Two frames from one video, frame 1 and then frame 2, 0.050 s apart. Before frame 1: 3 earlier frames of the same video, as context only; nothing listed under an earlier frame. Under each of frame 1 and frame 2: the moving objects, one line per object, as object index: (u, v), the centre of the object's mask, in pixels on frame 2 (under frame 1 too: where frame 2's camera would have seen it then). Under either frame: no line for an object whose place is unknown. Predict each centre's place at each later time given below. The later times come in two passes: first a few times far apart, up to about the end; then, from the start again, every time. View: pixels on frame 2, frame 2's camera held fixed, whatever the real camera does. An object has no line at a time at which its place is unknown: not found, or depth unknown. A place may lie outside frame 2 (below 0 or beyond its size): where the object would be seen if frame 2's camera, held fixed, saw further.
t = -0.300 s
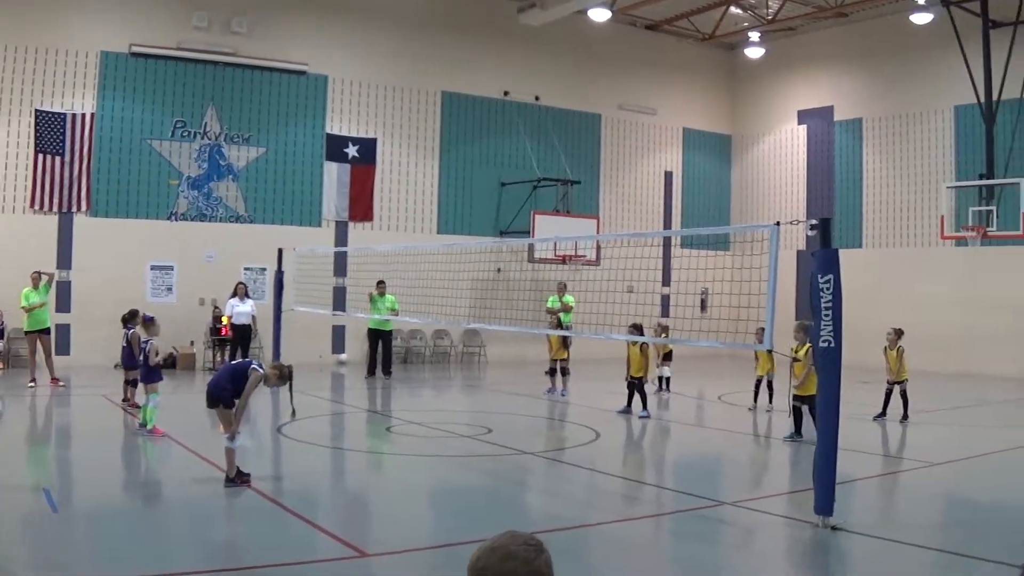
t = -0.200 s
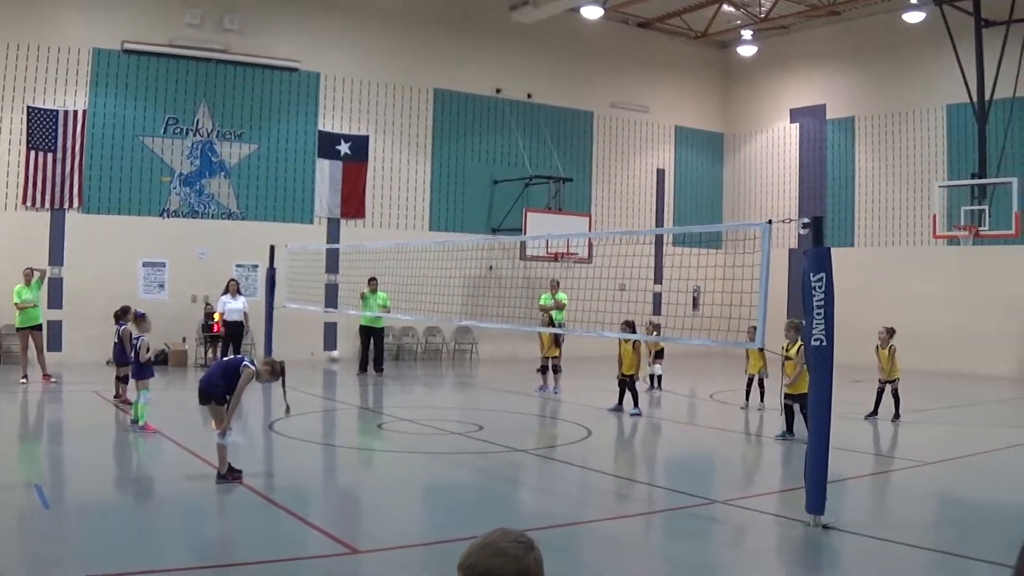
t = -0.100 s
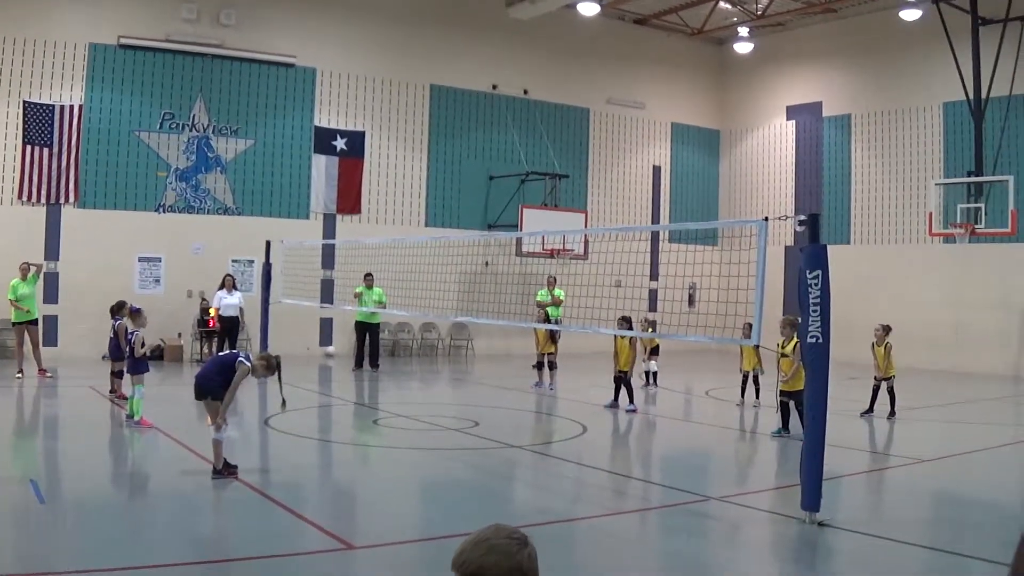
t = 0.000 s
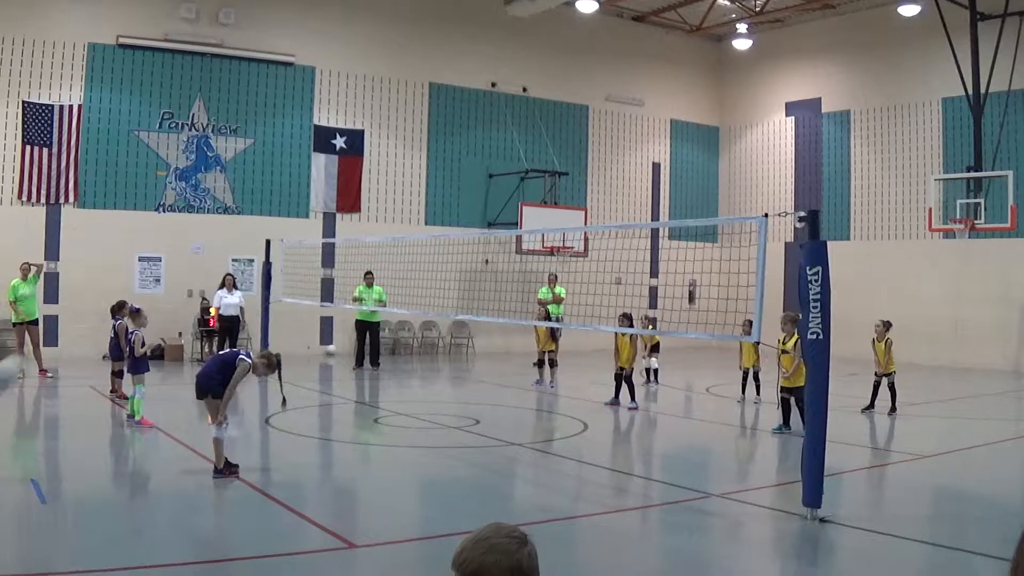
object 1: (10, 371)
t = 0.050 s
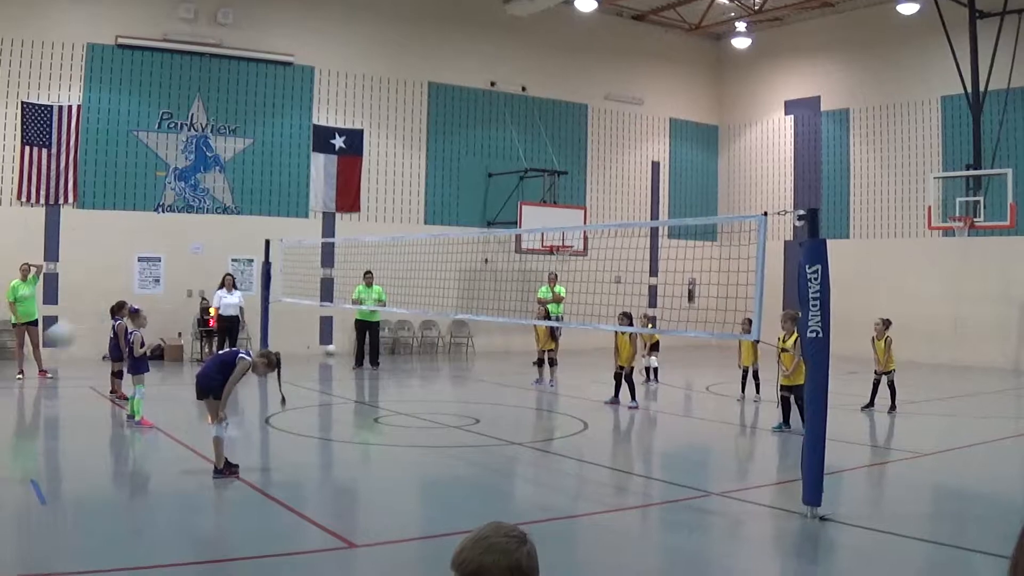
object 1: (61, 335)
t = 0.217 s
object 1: (211, 254)
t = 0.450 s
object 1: (369, 213)
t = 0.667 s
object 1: (475, 223)
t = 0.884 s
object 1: (554, 267)
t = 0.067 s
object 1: (78, 325)
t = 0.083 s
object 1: (93, 315)
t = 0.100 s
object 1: (108, 305)
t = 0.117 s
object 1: (125, 297)
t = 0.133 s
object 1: (140, 288)
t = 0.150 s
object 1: (153, 281)
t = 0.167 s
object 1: (172, 273)
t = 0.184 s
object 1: (184, 266)
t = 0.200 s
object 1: (197, 260)
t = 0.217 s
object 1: (211, 254)
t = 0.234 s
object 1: (224, 249)
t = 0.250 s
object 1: (238, 244)
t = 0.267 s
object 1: (250, 240)
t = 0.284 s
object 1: (262, 235)
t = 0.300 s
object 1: (274, 231)
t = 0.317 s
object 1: (286, 228)
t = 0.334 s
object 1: (298, 225)
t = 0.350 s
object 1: (309, 222)
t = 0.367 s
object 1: (319, 220)
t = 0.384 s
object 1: (330, 218)
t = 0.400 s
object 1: (341, 216)
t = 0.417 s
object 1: (350, 215)
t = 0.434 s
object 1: (360, 214)
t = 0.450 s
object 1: (369, 213)
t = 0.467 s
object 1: (379, 213)
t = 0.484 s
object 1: (388, 213)
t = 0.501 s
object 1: (396, 213)
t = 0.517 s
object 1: (404, 214)
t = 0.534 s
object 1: (415, 214)
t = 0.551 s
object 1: (424, 215)
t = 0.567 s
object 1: (431, 216)
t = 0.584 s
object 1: (437, 217)
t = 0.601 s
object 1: (445, 218)
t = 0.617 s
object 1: (453, 219)
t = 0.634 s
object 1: (461, 221)
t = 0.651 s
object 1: (468, 223)
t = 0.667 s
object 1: (475, 223)
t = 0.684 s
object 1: (482, 224)
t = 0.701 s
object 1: (489, 226)
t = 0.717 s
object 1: (496, 227)
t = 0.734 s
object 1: (501, 229)
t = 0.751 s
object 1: (510, 239)
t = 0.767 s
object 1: (515, 241)
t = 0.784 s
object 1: (520, 244)
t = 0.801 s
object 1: (527, 246)
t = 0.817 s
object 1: (530, 250)
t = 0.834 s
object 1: (536, 254)
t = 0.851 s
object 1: (542, 256)
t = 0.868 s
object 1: (550, 263)
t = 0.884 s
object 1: (554, 267)
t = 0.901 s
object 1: (557, 272)
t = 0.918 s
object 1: (563, 276)
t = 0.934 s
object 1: (569, 282)
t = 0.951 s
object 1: (572, 286)
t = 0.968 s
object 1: (577, 289)
